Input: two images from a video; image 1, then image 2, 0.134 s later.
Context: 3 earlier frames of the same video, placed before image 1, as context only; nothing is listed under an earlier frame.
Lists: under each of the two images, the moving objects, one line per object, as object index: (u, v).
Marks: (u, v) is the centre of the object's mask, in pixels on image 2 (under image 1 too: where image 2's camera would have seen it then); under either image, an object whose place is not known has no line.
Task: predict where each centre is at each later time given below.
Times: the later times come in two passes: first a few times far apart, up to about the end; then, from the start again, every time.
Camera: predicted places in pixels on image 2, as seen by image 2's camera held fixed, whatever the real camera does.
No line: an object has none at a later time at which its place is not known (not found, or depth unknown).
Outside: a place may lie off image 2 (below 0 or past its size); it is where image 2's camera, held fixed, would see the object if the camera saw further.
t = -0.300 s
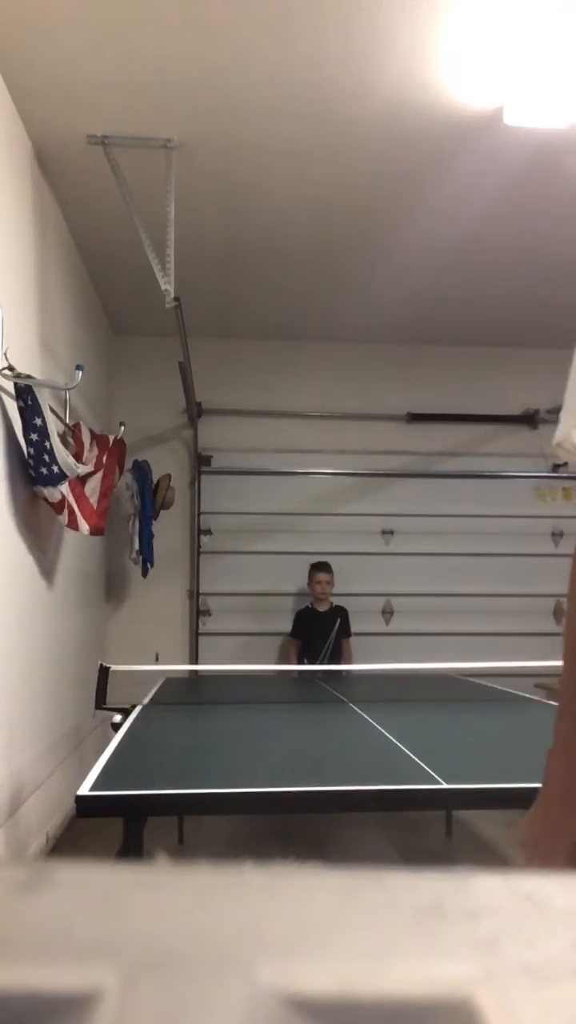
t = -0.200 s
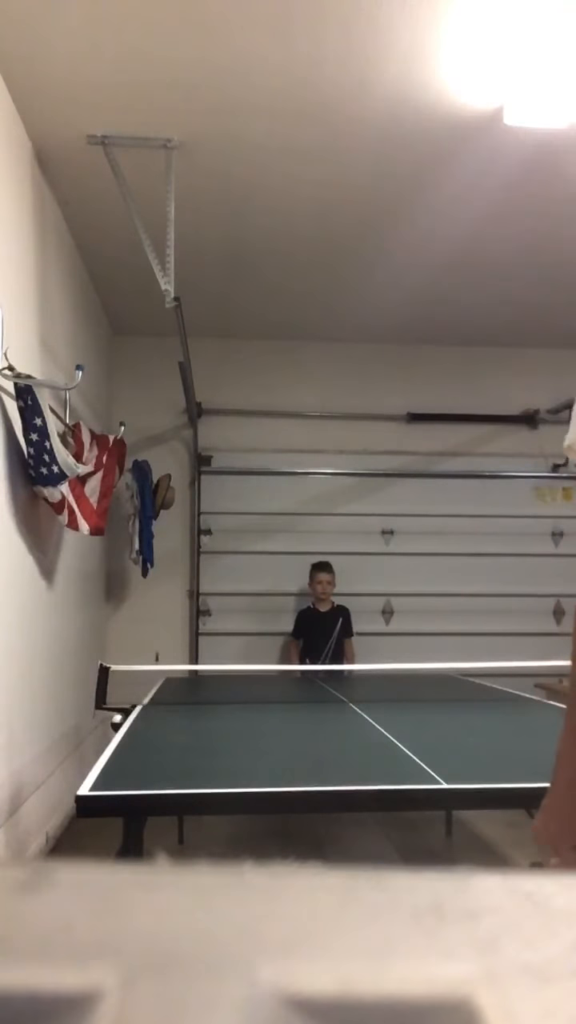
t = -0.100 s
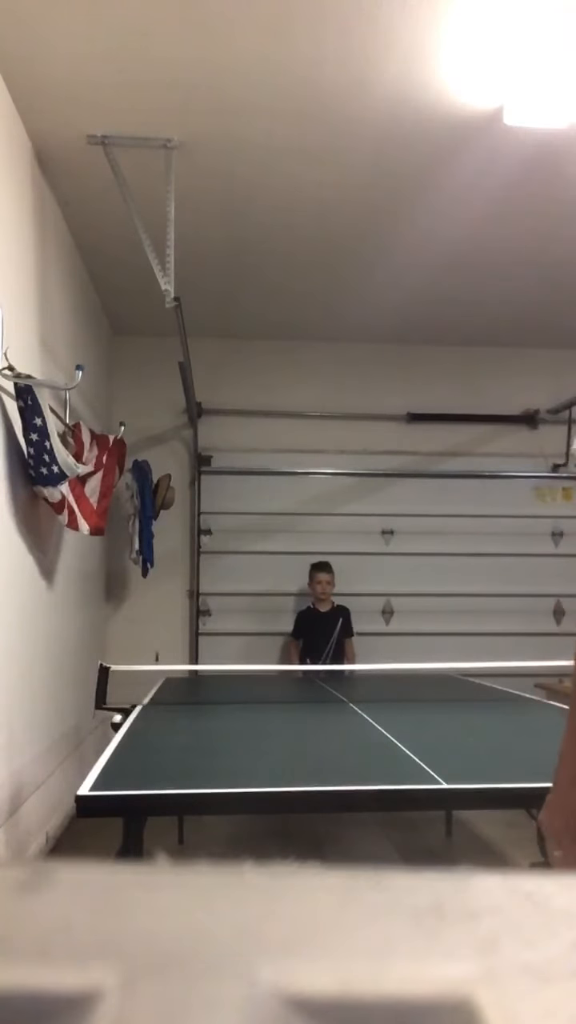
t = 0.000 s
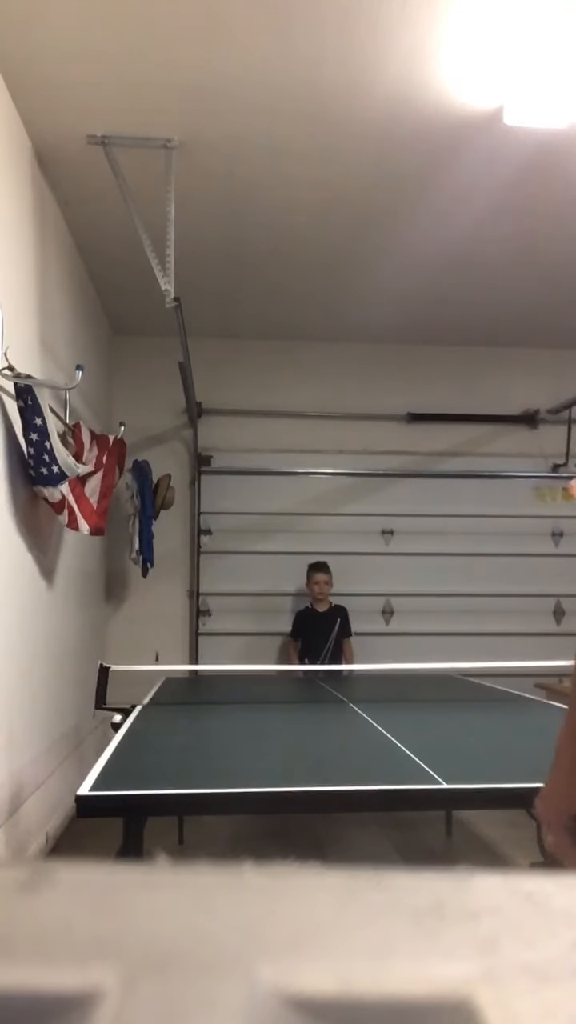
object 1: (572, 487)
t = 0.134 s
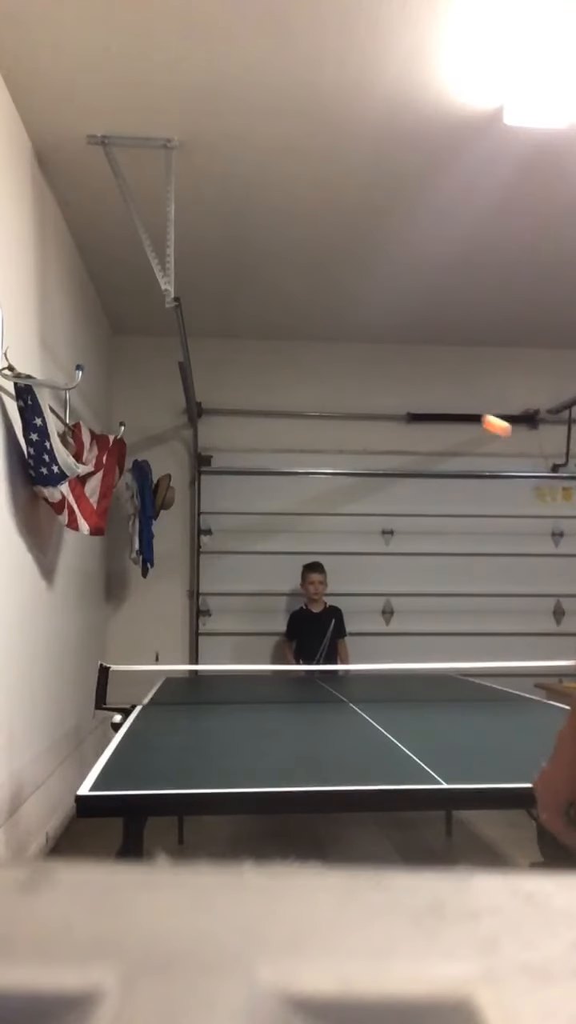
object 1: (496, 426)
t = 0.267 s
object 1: (428, 418)
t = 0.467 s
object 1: (354, 489)
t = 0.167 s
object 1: (477, 418)
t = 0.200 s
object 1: (459, 415)
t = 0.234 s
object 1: (443, 415)
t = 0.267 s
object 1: (428, 418)
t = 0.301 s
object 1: (414, 424)
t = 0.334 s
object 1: (401, 432)
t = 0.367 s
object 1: (388, 443)
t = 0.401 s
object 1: (377, 456)
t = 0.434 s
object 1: (365, 471)
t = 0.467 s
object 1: (354, 489)
